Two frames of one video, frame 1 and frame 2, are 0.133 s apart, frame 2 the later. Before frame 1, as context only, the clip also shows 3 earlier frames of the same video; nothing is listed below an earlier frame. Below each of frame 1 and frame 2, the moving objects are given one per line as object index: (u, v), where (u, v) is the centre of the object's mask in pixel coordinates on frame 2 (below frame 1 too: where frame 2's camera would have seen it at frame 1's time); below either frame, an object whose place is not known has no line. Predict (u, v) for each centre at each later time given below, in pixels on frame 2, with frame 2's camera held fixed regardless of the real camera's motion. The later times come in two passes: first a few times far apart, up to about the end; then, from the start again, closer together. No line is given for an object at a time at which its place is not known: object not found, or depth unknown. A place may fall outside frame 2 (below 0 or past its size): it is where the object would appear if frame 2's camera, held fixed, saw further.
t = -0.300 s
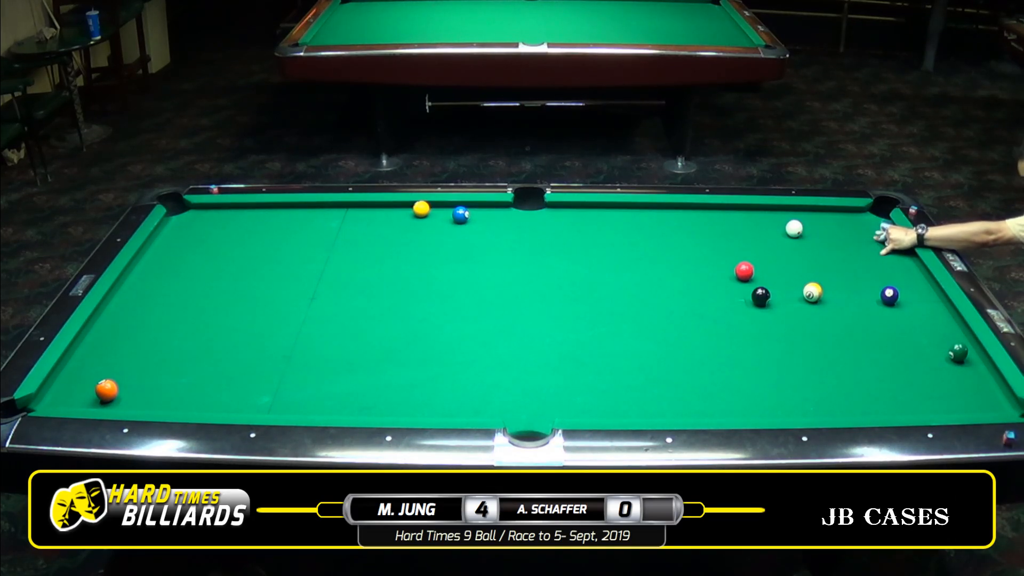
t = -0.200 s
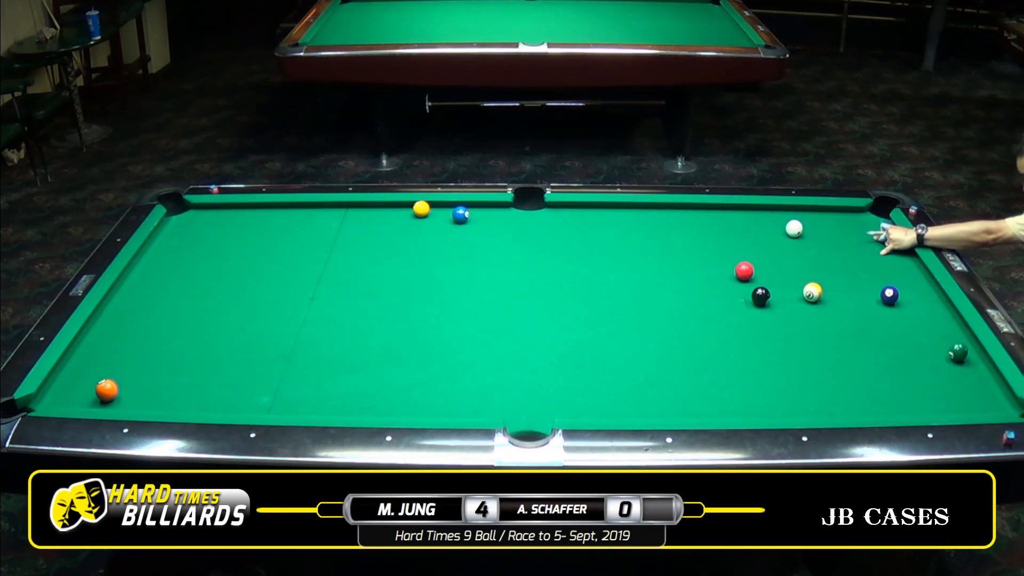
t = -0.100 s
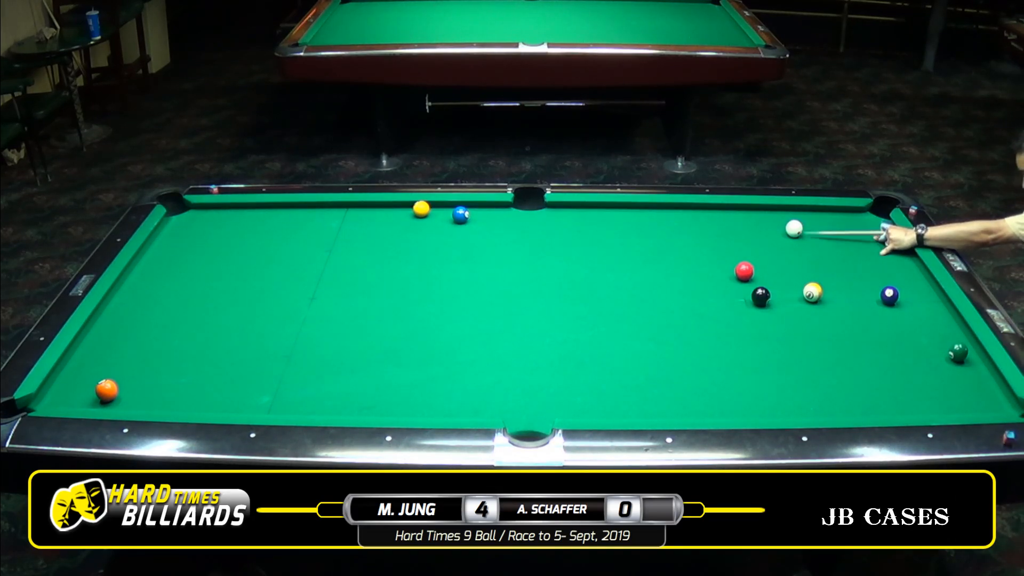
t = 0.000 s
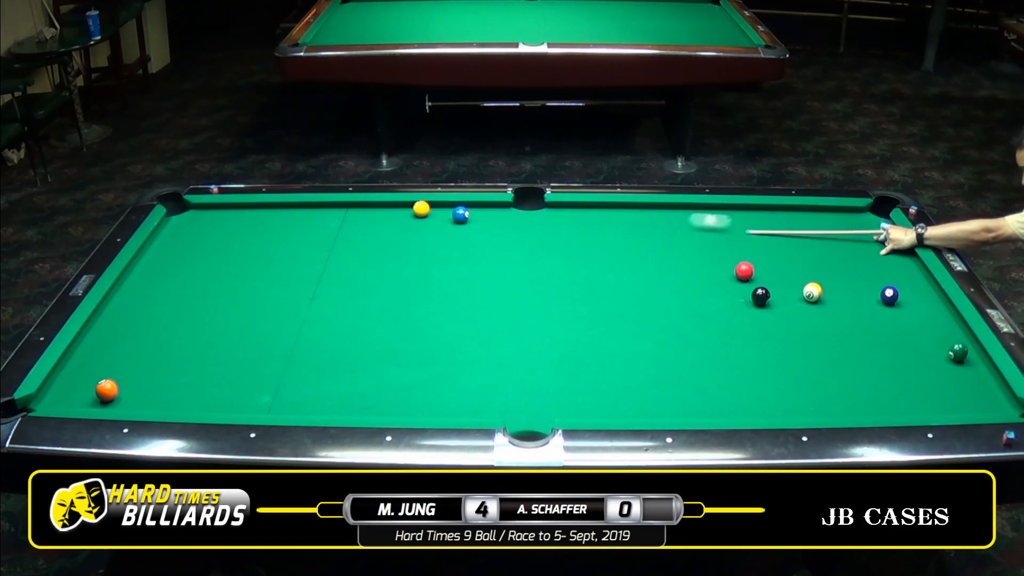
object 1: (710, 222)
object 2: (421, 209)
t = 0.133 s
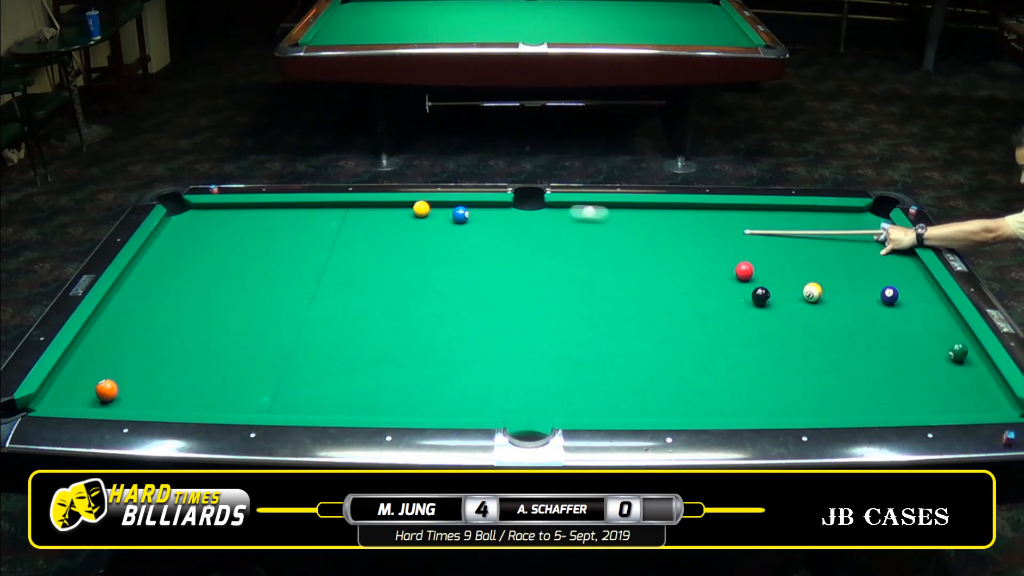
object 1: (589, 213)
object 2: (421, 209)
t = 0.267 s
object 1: (485, 207)
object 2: (421, 209)
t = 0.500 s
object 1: (434, 206)
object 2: (345, 217)
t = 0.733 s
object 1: (429, 207)
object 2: (252, 227)
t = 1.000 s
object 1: (425, 208)
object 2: (155, 239)
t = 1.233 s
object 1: (423, 209)
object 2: (201, 241)
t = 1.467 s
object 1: (421, 209)
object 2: (246, 244)
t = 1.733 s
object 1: (421, 210)
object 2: (296, 247)
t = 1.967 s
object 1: (421, 210)
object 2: (341, 250)
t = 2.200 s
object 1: (421, 210)
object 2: (385, 253)
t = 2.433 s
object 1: (421, 210)
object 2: (428, 255)
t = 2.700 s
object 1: (421, 210)
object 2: (476, 258)
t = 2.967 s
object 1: (421, 210)
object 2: (523, 261)
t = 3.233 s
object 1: (421, 210)
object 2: (567, 264)
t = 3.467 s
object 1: (421, 210)
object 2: (605, 267)
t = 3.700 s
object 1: (421, 210)
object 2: (641, 269)
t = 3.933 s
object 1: (421, 210)
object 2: (676, 271)
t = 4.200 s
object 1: (421, 210)
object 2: (713, 274)
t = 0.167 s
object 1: (561, 212)
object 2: (421, 209)
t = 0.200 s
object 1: (535, 210)
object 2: (421, 209)
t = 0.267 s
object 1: (485, 207)
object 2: (421, 209)
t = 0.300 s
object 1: (463, 204)
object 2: (421, 209)
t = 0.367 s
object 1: (436, 206)
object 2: (407, 210)
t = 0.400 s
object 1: (436, 206)
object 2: (390, 212)
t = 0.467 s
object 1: (435, 206)
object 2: (359, 215)
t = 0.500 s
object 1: (434, 206)
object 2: (345, 217)
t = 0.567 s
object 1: (433, 206)
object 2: (318, 220)
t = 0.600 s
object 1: (432, 206)
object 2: (305, 221)
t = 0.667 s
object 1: (431, 207)
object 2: (278, 224)
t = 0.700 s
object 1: (430, 207)
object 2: (265, 225)
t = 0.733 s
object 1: (429, 207)
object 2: (252, 227)
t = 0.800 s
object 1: (428, 207)
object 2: (226, 230)
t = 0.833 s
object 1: (427, 208)
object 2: (212, 232)
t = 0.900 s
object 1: (426, 208)
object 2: (187, 235)
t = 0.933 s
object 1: (426, 208)
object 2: (174, 236)
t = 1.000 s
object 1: (425, 208)
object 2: (155, 239)
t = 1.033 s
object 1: (425, 208)
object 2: (163, 239)
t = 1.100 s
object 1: (424, 209)
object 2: (176, 240)
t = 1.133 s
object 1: (424, 209)
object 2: (182, 240)
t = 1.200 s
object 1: (423, 209)
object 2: (195, 241)
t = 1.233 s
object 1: (423, 209)
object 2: (201, 241)
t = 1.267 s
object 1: (422, 209)
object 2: (208, 242)
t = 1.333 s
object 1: (422, 209)
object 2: (220, 242)
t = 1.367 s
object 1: (422, 209)
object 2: (227, 243)
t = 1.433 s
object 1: (421, 209)
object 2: (239, 244)
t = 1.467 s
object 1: (421, 209)
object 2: (246, 244)
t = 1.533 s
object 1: (421, 209)
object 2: (258, 245)
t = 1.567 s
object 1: (421, 209)
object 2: (265, 245)
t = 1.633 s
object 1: (421, 210)
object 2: (278, 246)
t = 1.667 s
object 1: (421, 210)
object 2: (284, 246)
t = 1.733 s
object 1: (421, 210)
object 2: (296, 247)
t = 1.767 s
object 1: (421, 210)
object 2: (303, 248)
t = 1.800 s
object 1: (421, 210)
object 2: (309, 248)
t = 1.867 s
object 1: (421, 210)
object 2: (322, 249)
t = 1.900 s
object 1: (421, 210)
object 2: (328, 249)
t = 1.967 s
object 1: (421, 210)
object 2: (341, 250)
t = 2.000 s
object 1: (421, 210)
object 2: (347, 250)
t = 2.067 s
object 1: (421, 210)
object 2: (360, 251)
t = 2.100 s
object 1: (421, 210)
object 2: (366, 252)
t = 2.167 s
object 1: (421, 210)
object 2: (379, 252)
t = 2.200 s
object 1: (421, 210)
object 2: (385, 253)
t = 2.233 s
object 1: (421, 210)
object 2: (391, 253)
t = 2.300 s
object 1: (421, 210)
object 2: (403, 254)
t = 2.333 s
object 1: (421, 210)
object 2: (409, 254)
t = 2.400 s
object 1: (421, 210)
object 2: (421, 255)
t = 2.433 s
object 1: (421, 210)
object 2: (428, 255)
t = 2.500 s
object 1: (421, 210)
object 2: (440, 256)
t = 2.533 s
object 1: (421, 210)
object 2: (446, 256)
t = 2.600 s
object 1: (421, 210)
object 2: (458, 257)
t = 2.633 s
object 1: (421, 210)
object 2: (464, 257)
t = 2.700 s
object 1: (421, 210)
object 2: (476, 258)
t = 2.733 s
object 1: (421, 210)
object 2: (482, 258)
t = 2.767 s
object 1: (421, 210)
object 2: (488, 259)
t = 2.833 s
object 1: (421, 210)
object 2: (499, 260)
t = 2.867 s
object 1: (421, 210)
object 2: (505, 260)
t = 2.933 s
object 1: (421, 210)
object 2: (517, 261)
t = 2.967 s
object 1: (421, 210)
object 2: (523, 261)
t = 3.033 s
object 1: (421, 210)
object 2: (534, 262)
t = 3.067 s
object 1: (421, 210)
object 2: (540, 262)
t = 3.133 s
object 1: (421, 210)
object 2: (551, 263)
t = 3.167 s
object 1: (421, 210)
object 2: (556, 263)
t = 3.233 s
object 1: (421, 210)
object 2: (567, 264)
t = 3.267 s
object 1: (421, 210)
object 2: (573, 264)
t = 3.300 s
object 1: (421, 210)
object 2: (578, 265)
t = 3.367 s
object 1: (421, 210)
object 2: (589, 265)
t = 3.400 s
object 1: (421, 210)
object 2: (594, 266)
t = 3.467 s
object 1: (421, 210)
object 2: (605, 267)
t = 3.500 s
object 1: (421, 210)
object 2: (610, 267)
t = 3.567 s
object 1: (421, 210)
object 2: (621, 268)
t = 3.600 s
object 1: (421, 210)
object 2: (626, 268)
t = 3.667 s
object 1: (421, 210)
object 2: (636, 269)
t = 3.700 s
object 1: (421, 210)
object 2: (641, 269)
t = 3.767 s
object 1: (421, 210)
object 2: (651, 270)
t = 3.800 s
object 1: (421, 210)
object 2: (656, 270)
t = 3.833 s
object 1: (421, 210)
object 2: (661, 270)
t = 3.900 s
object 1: (421, 210)
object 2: (671, 271)
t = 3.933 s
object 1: (421, 210)
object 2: (676, 271)
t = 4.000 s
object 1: (421, 210)
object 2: (685, 271)
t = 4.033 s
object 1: (421, 210)
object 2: (690, 272)
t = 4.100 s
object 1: (421, 210)
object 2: (700, 273)
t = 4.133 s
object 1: (421, 210)
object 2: (704, 273)
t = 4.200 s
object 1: (421, 210)
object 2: (713, 274)
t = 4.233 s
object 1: (421, 210)
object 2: (718, 274)
